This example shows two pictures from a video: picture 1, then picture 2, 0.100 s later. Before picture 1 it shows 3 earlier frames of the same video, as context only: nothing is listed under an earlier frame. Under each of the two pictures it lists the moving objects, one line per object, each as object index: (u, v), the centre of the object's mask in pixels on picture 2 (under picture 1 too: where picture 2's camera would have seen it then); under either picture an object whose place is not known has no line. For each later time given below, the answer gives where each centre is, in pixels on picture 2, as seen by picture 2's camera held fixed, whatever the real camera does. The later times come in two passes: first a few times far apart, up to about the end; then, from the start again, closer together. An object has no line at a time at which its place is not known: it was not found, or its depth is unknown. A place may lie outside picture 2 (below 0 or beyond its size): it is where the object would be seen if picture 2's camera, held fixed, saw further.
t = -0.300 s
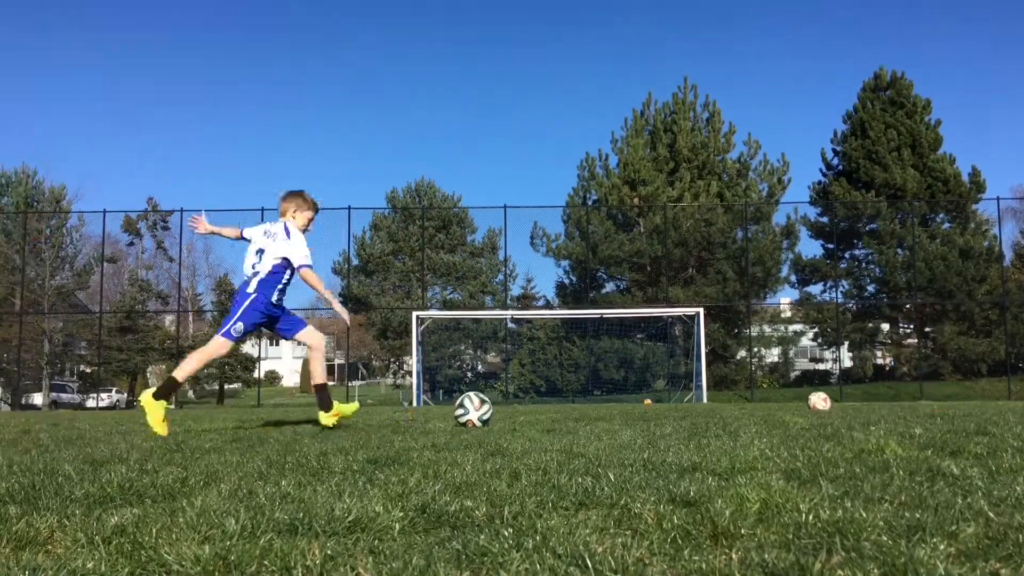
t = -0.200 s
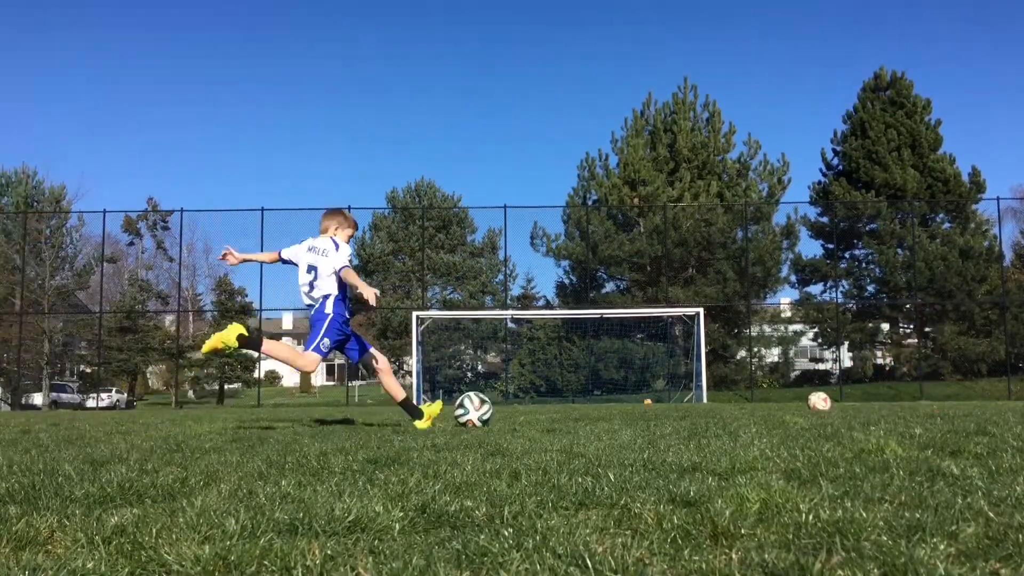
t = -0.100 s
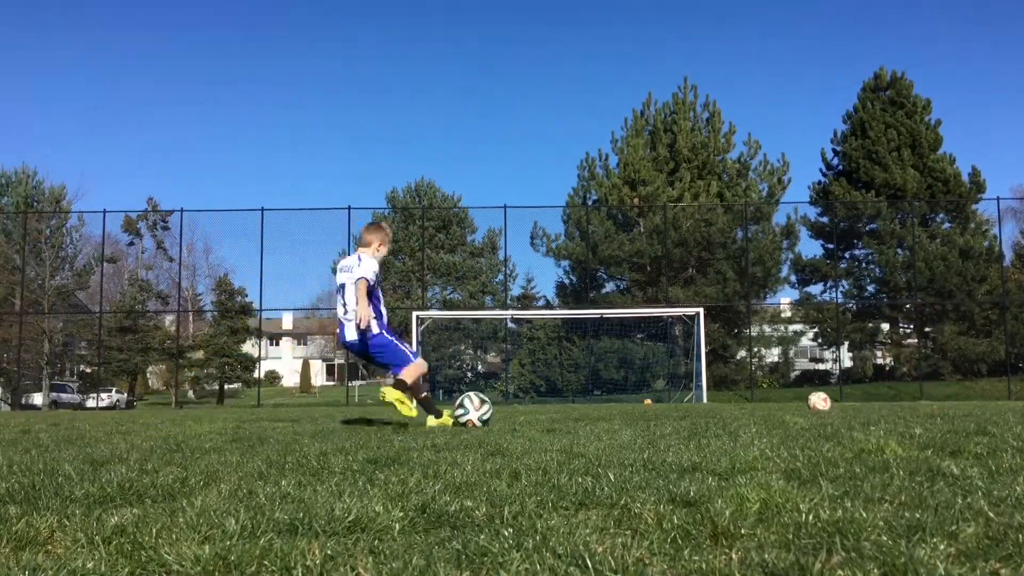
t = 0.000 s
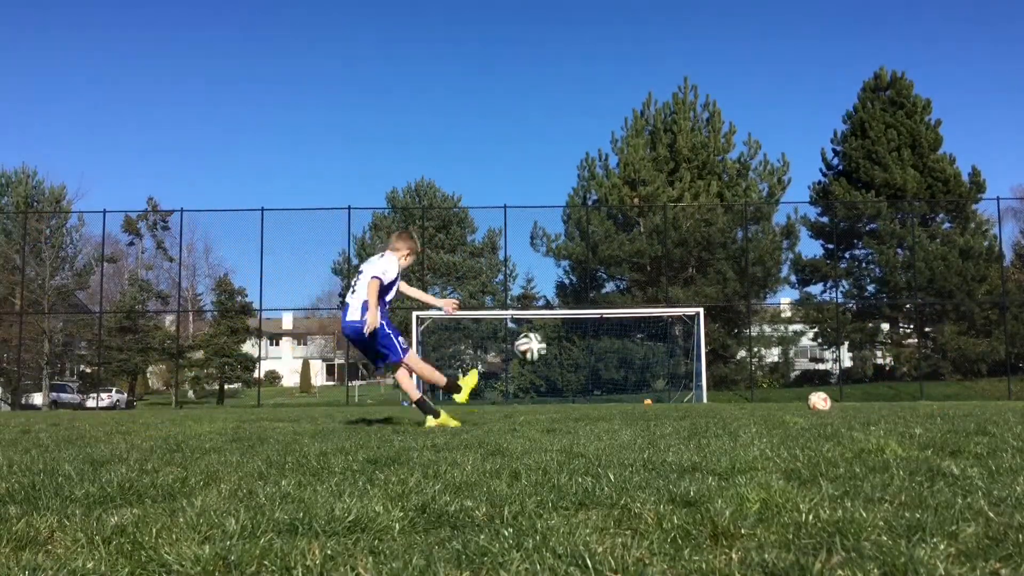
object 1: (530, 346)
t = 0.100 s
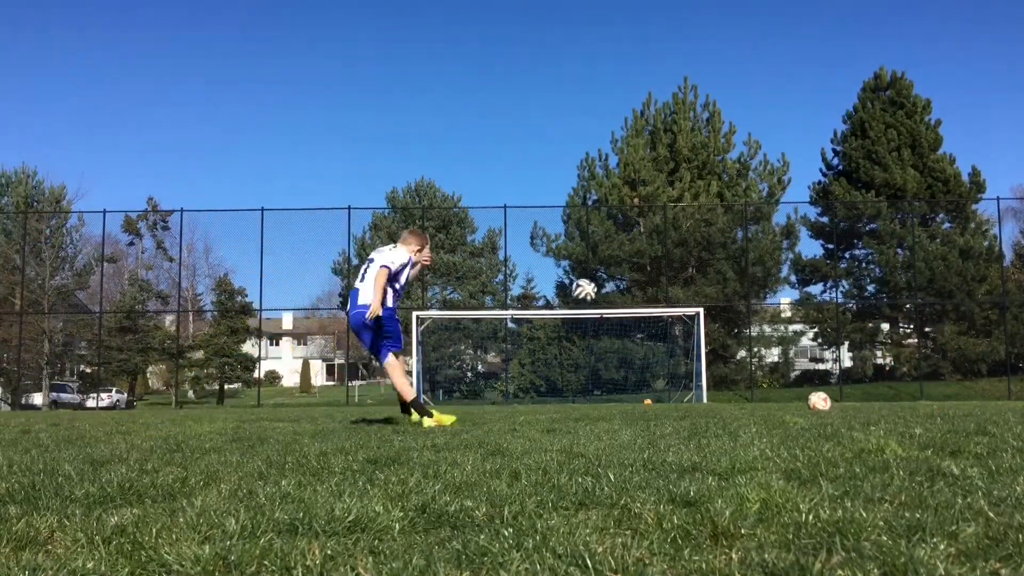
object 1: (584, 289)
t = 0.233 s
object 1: (625, 252)
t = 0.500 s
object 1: (664, 236)
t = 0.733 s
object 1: (678, 251)
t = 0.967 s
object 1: (682, 280)
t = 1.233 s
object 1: (682, 323)
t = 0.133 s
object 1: (597, 278)
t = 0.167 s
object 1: (607, 267)
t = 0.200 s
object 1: (617, 259)
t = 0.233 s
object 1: (625, 252)
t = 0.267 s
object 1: (632, 247)
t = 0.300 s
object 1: (639, 243)
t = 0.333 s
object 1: (645, 240)
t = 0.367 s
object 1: (650, 238)
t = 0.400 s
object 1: (654, 237)
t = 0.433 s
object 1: (658, 236)
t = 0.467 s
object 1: (662, 236)
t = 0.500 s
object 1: (664, 236)
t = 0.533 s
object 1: (667, 237)
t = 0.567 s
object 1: (670, 239)
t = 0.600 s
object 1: (672, 241)
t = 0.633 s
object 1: (674, 243)
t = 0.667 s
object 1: (676, 245)
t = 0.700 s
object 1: (677, 248)
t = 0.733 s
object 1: (678, 251)
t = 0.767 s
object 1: (679, 255)
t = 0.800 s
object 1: (680, 259)
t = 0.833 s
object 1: (681, 262)
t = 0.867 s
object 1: (681, 266)
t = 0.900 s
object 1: (682, 270)
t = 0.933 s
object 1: (682, 275)
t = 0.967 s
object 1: (682, 280)
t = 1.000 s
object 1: (682, 284)
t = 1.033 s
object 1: (683, 289)
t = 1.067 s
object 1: (683, 294)
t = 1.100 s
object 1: (683, 300)
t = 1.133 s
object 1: (683, 306)
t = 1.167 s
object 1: (682, 311)
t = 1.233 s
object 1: (682, 323)
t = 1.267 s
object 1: (682, 329)
